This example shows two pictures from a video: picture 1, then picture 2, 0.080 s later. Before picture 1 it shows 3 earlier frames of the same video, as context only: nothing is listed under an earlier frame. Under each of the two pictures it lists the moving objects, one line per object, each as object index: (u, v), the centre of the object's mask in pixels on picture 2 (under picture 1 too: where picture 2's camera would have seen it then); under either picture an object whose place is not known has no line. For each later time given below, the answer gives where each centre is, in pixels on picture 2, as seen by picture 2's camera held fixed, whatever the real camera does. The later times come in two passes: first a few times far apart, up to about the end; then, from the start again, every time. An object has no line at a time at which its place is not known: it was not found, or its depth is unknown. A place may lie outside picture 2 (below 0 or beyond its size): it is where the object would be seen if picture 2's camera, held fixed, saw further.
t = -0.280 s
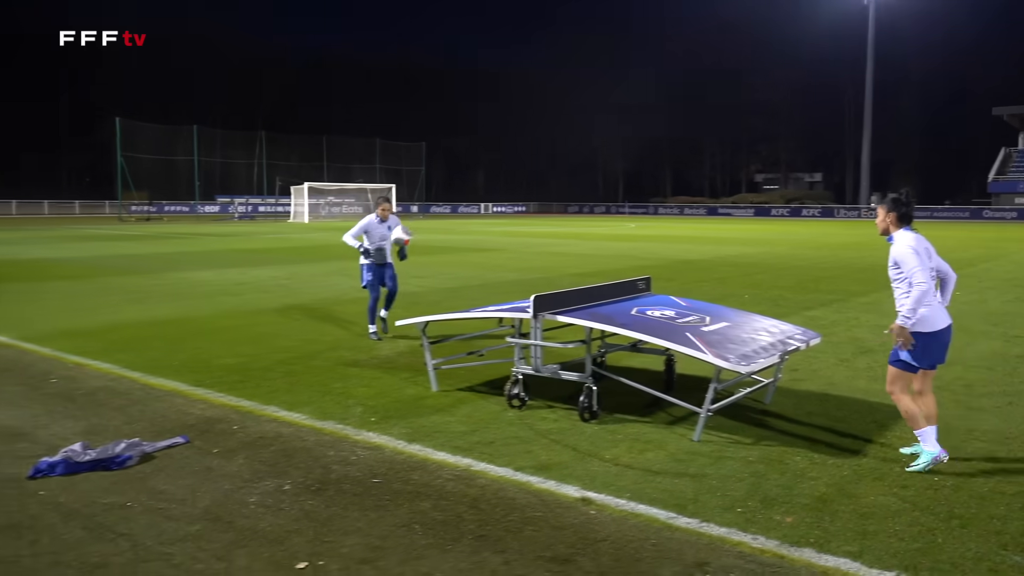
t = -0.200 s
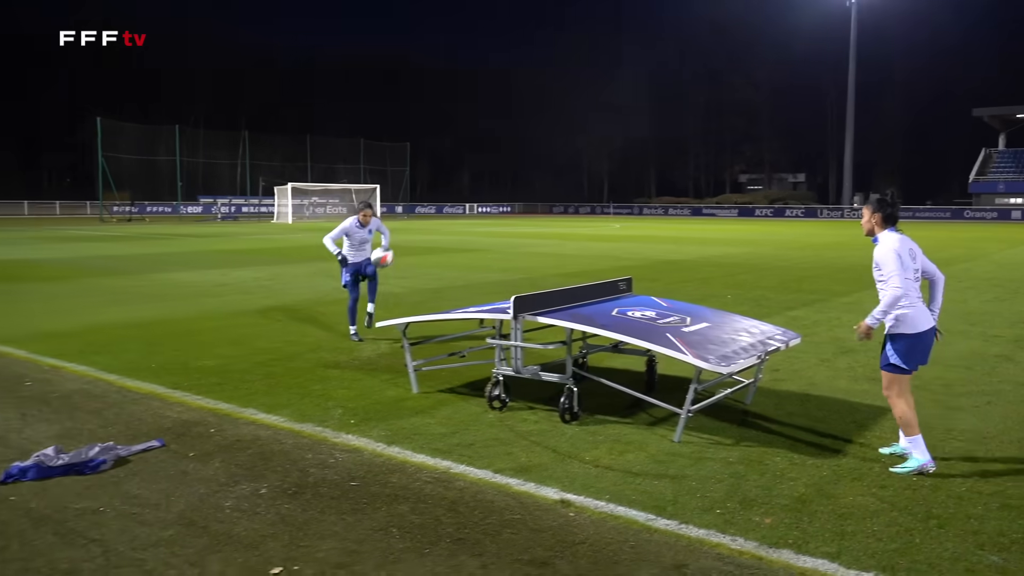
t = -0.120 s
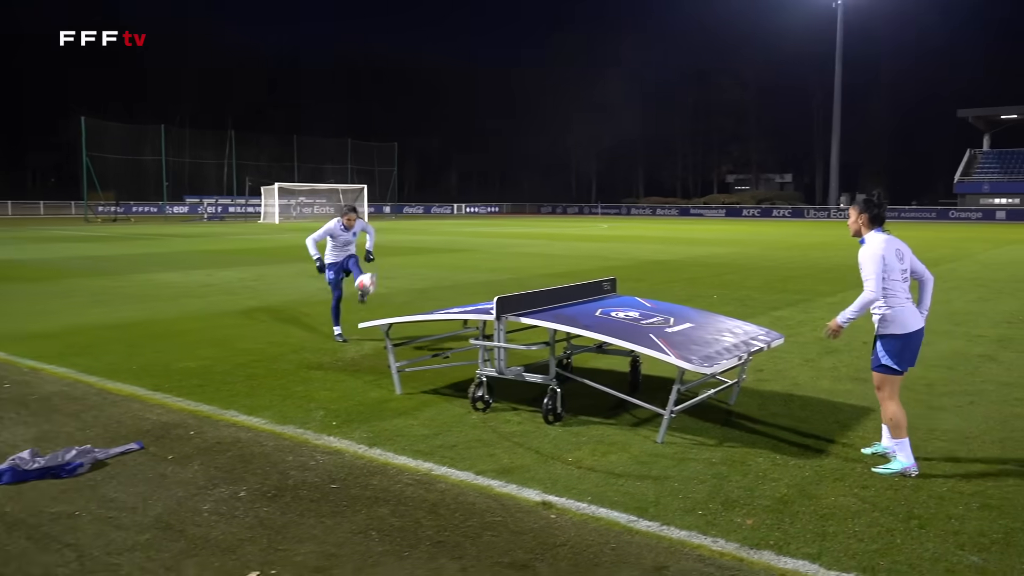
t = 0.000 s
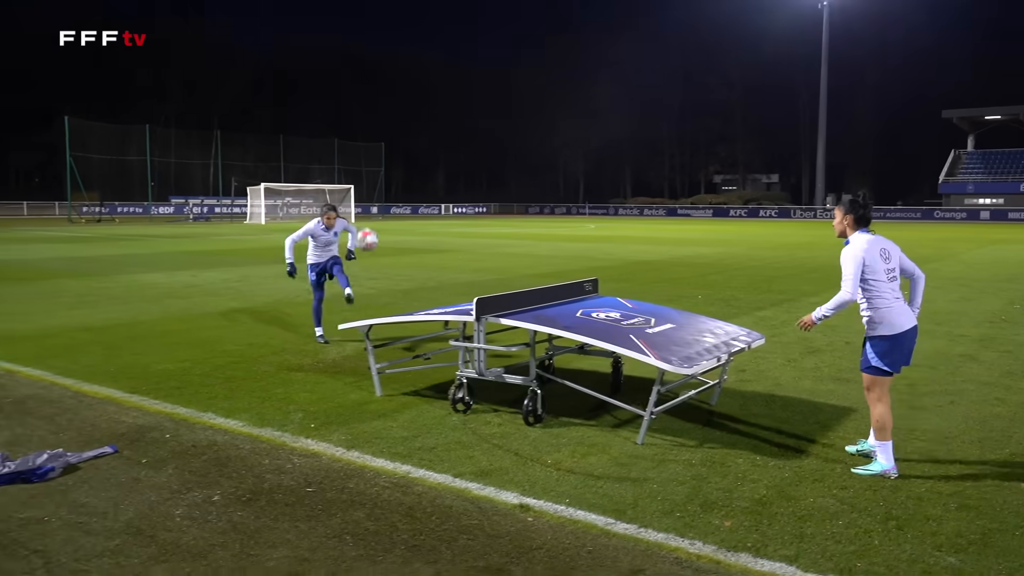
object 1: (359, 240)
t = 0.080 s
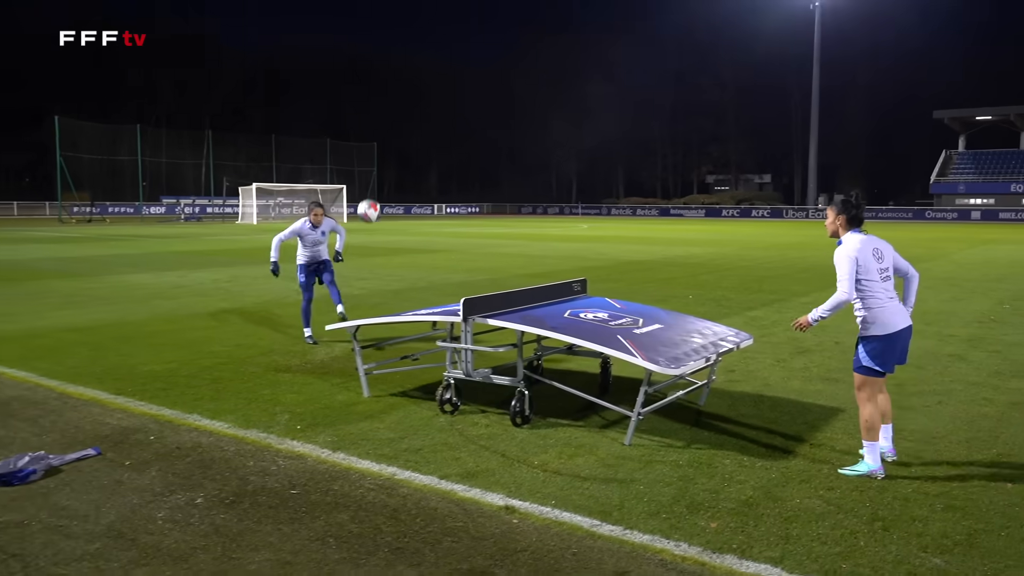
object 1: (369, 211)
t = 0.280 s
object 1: (398, 163)
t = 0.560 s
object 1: (446, 166)
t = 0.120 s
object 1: (374, 198)
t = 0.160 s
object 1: (380, 187)
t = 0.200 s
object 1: (386, 178)
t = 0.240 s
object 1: (392, 170)
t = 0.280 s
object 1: (398, 163)
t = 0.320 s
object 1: (404, 159)
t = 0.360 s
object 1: (411, 155)
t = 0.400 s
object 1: (417, 154)
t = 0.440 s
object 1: (424, 154)
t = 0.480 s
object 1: (431, 156)
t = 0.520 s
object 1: (438, 160)
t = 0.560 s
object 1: (446, 166)
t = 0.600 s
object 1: (454, 175)
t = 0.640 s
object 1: (463, 186)
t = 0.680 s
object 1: (472, 198)
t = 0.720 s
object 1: (482, 214)
